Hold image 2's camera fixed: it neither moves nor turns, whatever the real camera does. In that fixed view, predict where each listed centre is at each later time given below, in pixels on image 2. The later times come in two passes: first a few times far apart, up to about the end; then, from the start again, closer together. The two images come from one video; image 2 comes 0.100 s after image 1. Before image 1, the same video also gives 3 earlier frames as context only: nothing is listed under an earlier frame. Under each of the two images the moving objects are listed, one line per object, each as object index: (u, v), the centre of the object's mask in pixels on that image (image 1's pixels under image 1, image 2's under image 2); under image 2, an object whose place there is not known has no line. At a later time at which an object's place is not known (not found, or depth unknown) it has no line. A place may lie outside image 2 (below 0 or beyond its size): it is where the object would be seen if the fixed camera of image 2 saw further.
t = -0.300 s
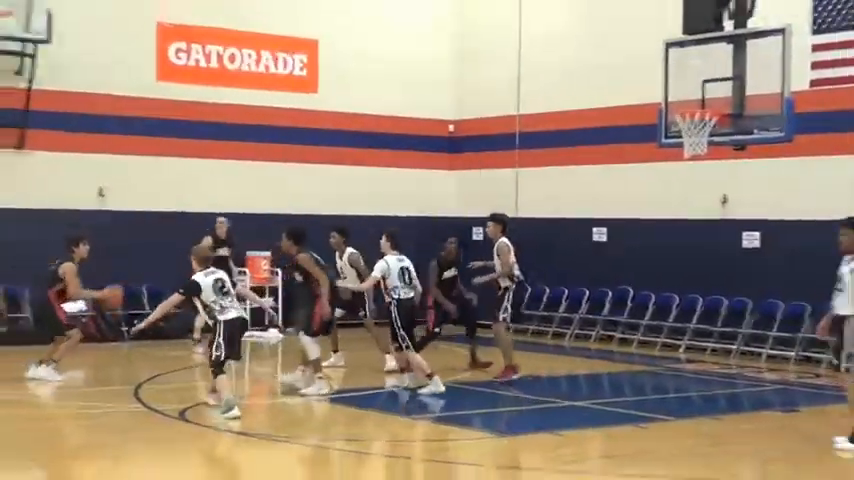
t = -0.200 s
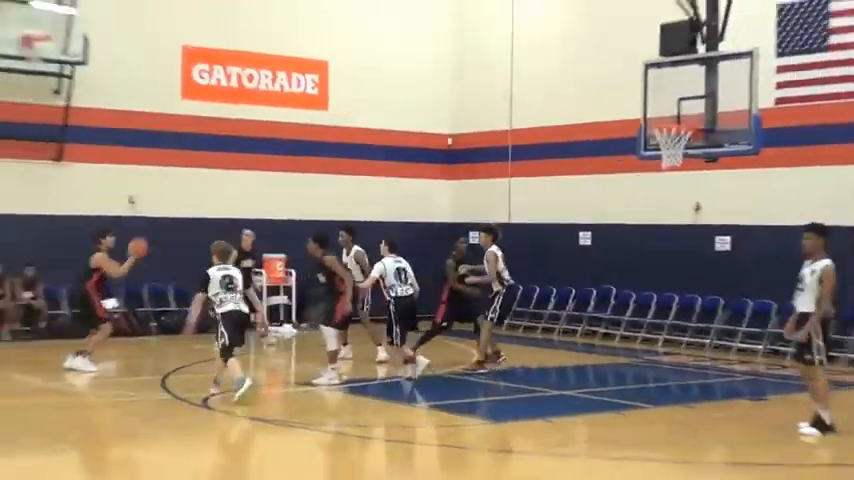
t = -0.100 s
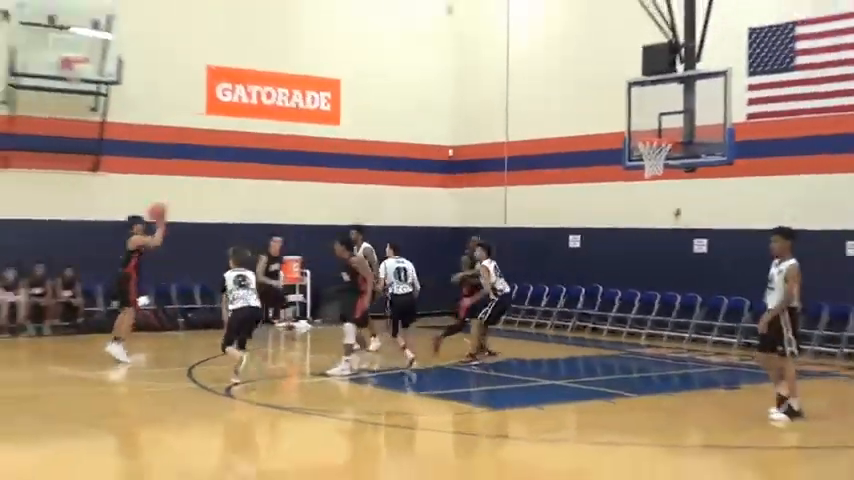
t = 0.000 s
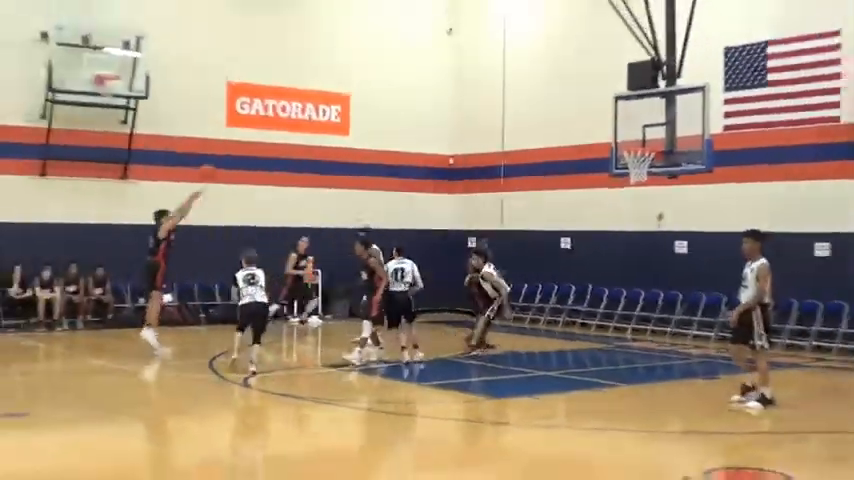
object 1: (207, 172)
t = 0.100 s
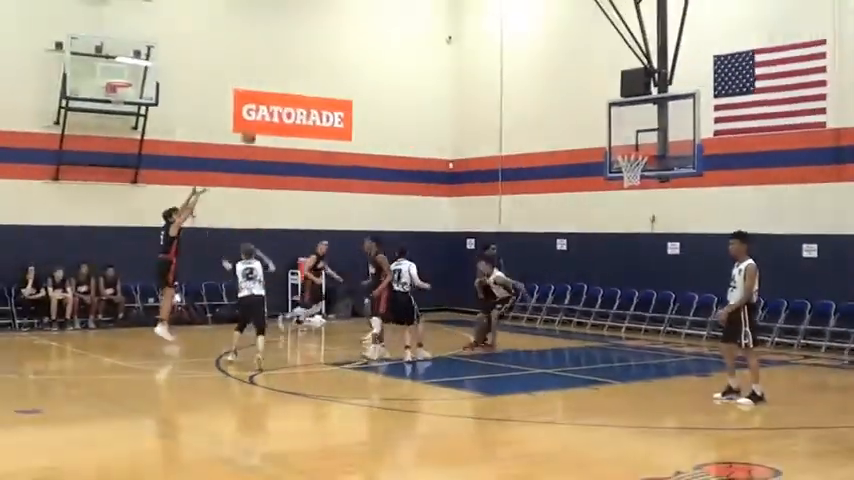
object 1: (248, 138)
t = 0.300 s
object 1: (316, 76)
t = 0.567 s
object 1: (406, 37)
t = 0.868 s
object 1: (503, 48)
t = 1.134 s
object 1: (588, 105)
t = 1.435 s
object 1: (650, 173)
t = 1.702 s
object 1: (655, 197)
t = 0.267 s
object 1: (305, 84)
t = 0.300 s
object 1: (316, 76)
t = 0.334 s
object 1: (328, 69)
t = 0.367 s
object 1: (339, 62)
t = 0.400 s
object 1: (350, 56)
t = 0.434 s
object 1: (361, 51)
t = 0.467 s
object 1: (372, 47)
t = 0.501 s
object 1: (384, 43)
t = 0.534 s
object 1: (395, 40)
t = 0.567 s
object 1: (406, 37)
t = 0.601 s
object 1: (417, 36)
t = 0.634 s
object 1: (428, 35)
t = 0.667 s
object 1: (439, 34)
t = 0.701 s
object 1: (450, 35)
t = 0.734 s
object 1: (460, 36)
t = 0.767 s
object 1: (472, 38)
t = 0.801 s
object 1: (482, 40)
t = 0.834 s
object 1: (493, 44)
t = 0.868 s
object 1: (503, 48)
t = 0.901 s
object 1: (514, 52)
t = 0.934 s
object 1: (525, 58)
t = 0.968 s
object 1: (536, 64)
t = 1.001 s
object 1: (546, 71)
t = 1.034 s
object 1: (557, 78)
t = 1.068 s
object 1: (567, 87)
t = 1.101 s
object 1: (578, 95)
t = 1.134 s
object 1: (588, 105)
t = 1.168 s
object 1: (598, 115)
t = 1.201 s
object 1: (608, 126)
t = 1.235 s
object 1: (619, 138)
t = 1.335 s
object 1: (647, 170)
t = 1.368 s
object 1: (649, 166)
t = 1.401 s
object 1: (649, 174)
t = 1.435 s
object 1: (650, 173)
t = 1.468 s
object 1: (650, 172)
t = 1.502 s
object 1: (651, 172)
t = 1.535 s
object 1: (651, 174)
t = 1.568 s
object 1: (651, 175)
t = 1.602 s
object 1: (652, 179)
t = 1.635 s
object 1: (654, 190)
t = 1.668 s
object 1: (654, 192)
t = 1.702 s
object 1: (655, 197)
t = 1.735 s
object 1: (655, 204)
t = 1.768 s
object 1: (656, 212)
